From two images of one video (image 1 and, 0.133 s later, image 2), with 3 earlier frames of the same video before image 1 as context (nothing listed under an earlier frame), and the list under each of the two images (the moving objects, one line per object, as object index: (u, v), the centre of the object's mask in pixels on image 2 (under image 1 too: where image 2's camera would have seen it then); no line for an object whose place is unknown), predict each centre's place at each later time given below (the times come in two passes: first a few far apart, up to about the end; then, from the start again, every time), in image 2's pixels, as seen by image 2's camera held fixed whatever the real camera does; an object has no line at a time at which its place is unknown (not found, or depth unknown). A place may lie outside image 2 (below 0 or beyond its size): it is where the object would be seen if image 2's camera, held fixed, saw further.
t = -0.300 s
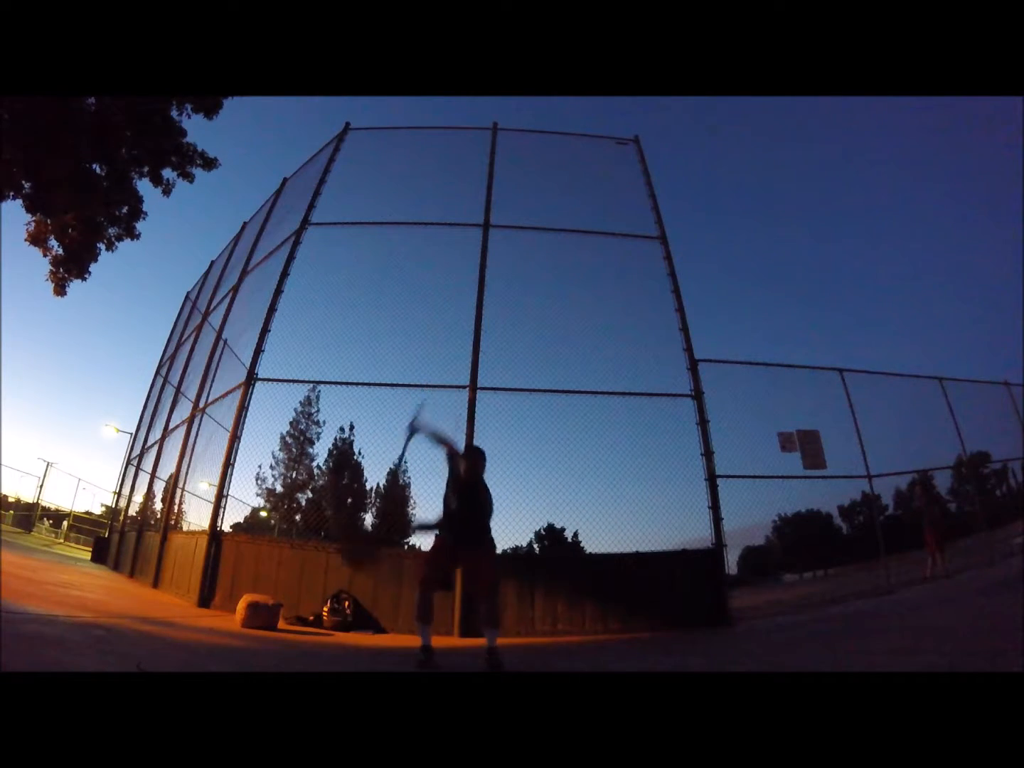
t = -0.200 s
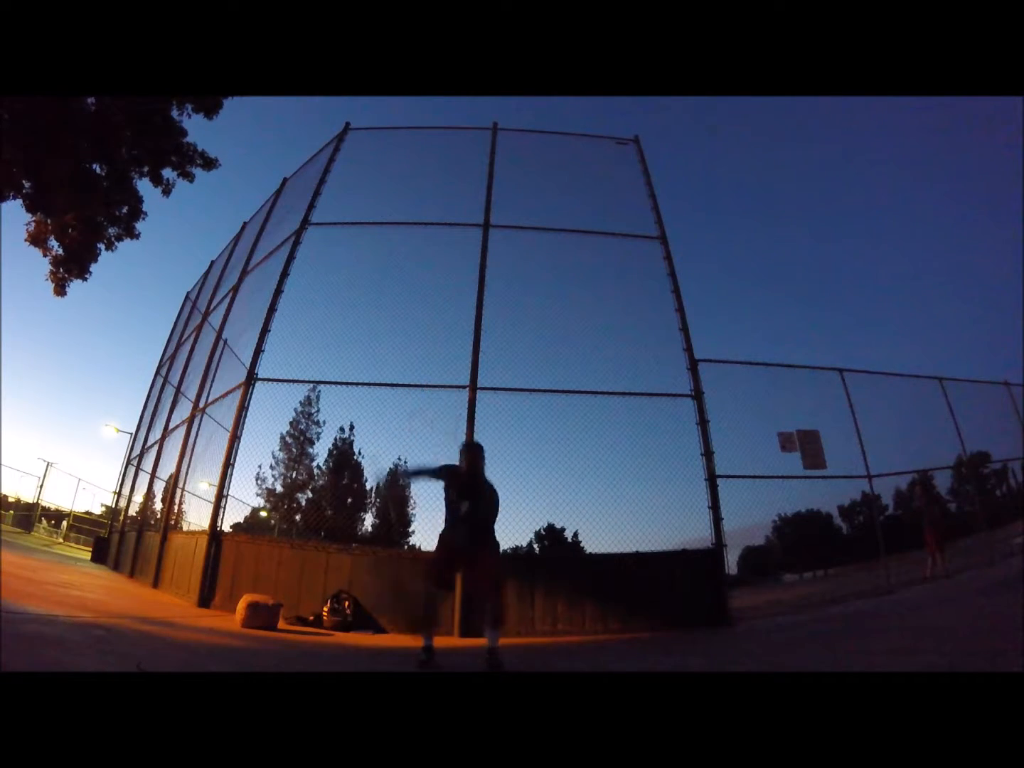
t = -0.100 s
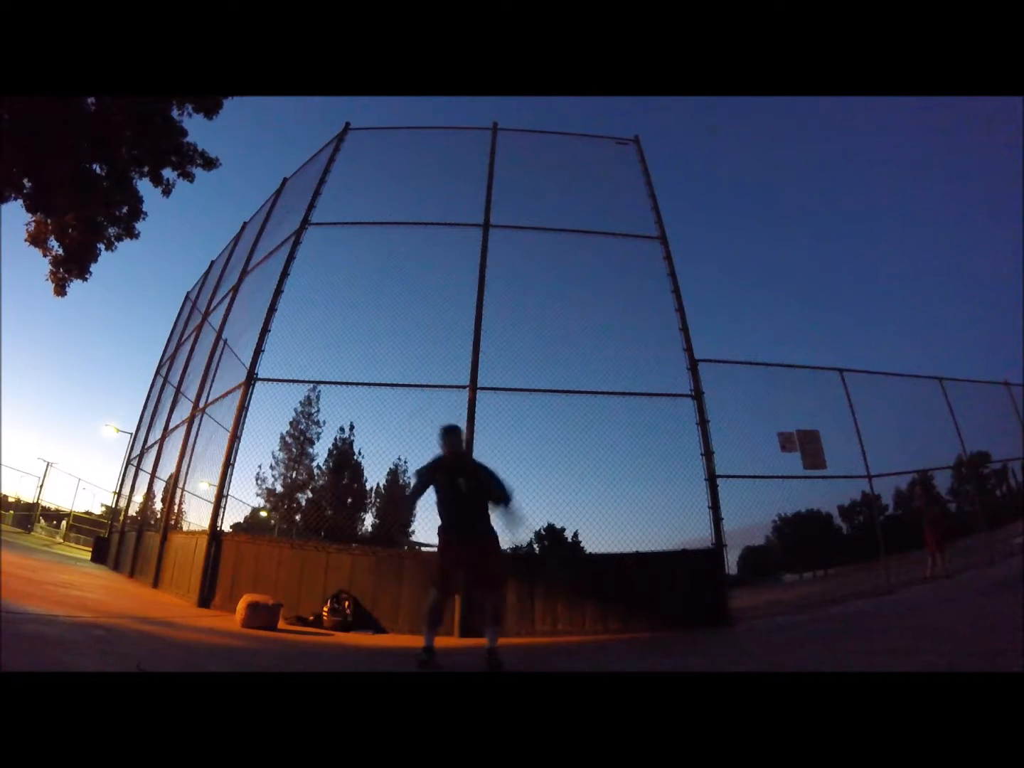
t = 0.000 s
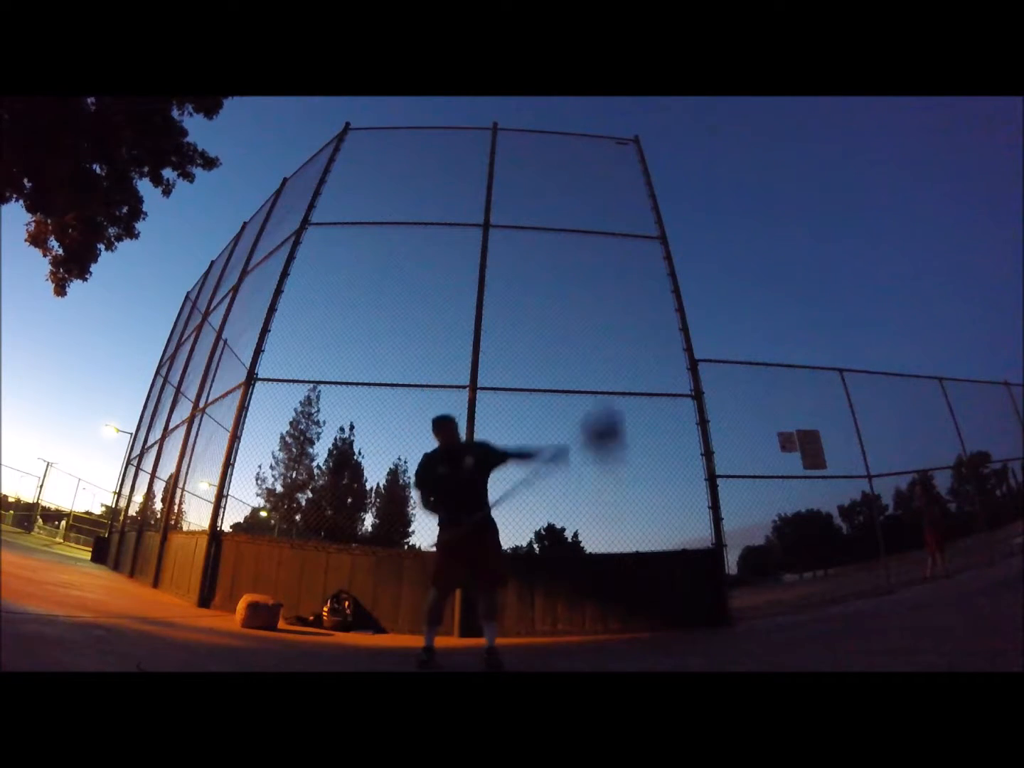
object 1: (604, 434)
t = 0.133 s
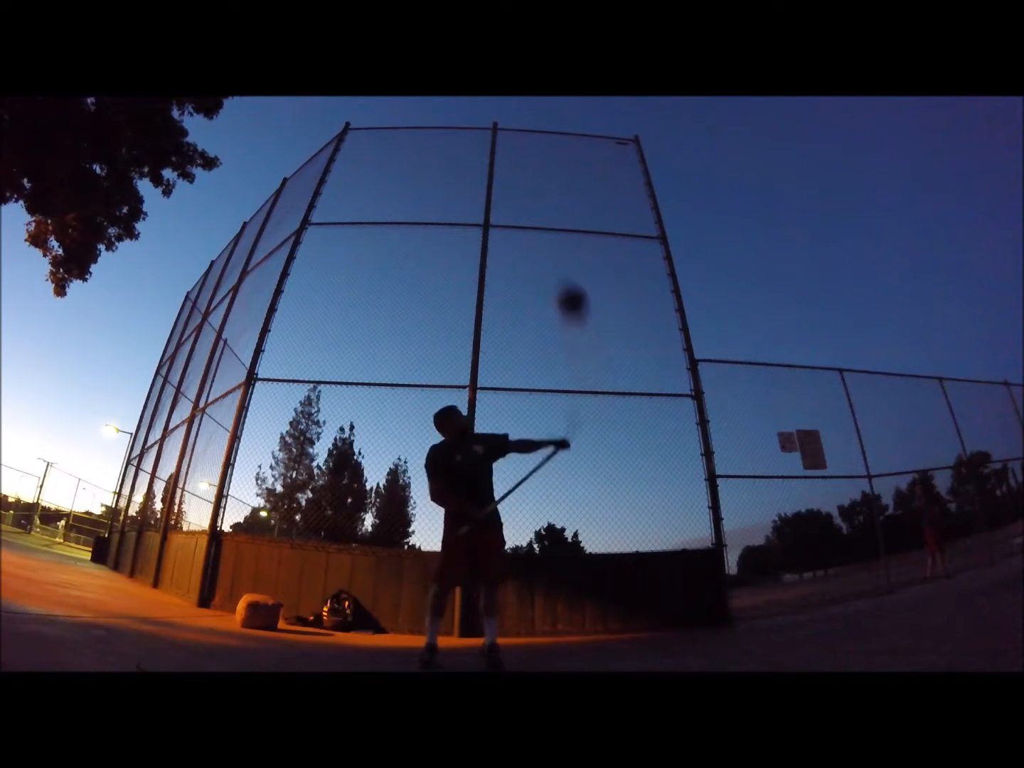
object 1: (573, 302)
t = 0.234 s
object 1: (554, 247)
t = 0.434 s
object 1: (530, 186)
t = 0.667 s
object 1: (513, 160)
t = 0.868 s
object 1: (505, 154)
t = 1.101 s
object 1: (505, 135)
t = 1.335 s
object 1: (503, 128)
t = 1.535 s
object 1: (503, 136)
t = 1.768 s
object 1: (501, 166)
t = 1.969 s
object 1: (498, 226)
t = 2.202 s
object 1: (495, 399)
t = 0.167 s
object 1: (566, 282)
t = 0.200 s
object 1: (559, 263)
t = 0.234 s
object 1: (554, 247)
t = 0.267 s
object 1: (549, 232)
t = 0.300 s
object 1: (545, 220)
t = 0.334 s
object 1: (541, 209)
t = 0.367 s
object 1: (537, 201)
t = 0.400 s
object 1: (533, 193)
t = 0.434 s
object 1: (530, 186)
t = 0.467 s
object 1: (527, 180)
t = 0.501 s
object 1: (525, 175)
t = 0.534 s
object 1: (522, 171)
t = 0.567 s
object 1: (520, 168)
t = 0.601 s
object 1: (517, 165)
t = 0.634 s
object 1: (515, 162)
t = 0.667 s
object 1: (513, 160)
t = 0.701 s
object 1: (511, 158)
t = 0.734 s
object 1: (510, 157)
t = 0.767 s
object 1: (508, 157)
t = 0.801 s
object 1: (506, 156)
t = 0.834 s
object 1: (505, 156)
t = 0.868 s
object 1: (505, 154)
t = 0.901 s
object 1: (504, 151)
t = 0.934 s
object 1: (504, 147)
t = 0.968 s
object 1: (504, 144)
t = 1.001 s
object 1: (505, 142)
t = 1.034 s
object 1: (504, 138)
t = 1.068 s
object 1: (504, 137)
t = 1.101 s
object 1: (505, 135)
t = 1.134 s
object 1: (505, 133)
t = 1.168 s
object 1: (505, 131)
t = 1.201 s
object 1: (505, 131)
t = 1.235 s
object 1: (504, 130)
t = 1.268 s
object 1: (504, 129)
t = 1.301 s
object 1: (504, 128)
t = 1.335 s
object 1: (503, 128)
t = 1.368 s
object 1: (503, 128)
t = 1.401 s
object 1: (503, 129)
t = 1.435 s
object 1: (503, 129)
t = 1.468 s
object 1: (503, 131)
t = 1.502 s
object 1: (502, 133)
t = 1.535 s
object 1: (503, 136)
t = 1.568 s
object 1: (503, 137)
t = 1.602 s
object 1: (503, 141)
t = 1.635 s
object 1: (502, 145)
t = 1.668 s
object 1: (502, 150)
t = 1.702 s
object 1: (502, 155)
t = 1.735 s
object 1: (502, 160)
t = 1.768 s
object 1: (501, 166)
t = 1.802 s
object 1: (501, 174)
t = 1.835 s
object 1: (501, 181)
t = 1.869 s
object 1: (501, 190)
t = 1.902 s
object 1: (500, 200)
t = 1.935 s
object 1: (499, 212)
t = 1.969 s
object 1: (498, 226)
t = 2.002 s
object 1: (499, 242)
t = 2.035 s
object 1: (499, 260)
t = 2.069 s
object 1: (499, 278)
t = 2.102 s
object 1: (498, 299)
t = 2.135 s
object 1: (496, 329)
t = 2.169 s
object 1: (495, 358)
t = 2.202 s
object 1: (495, 399)
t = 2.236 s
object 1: (494, 440)
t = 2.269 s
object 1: (493, 490)
